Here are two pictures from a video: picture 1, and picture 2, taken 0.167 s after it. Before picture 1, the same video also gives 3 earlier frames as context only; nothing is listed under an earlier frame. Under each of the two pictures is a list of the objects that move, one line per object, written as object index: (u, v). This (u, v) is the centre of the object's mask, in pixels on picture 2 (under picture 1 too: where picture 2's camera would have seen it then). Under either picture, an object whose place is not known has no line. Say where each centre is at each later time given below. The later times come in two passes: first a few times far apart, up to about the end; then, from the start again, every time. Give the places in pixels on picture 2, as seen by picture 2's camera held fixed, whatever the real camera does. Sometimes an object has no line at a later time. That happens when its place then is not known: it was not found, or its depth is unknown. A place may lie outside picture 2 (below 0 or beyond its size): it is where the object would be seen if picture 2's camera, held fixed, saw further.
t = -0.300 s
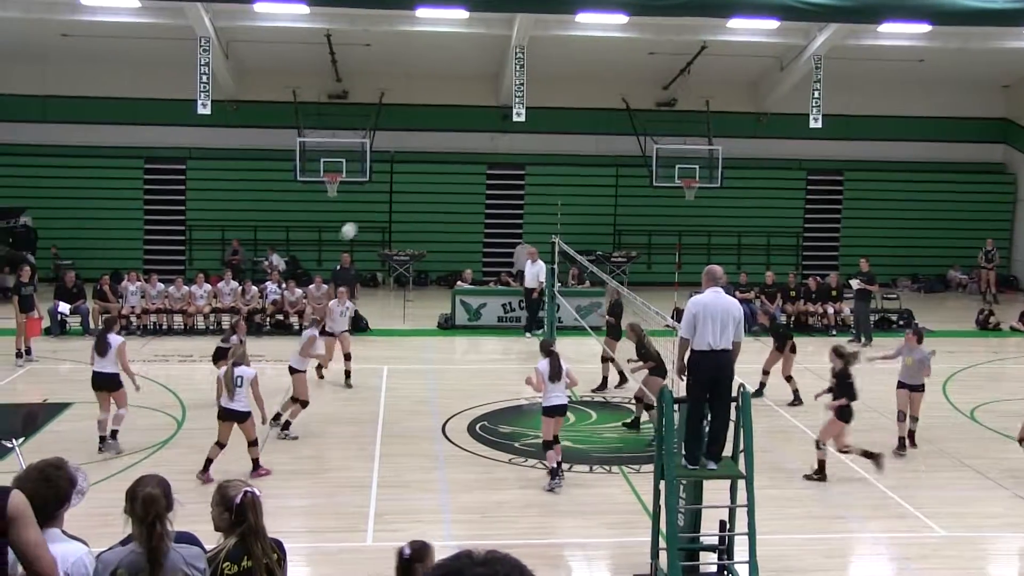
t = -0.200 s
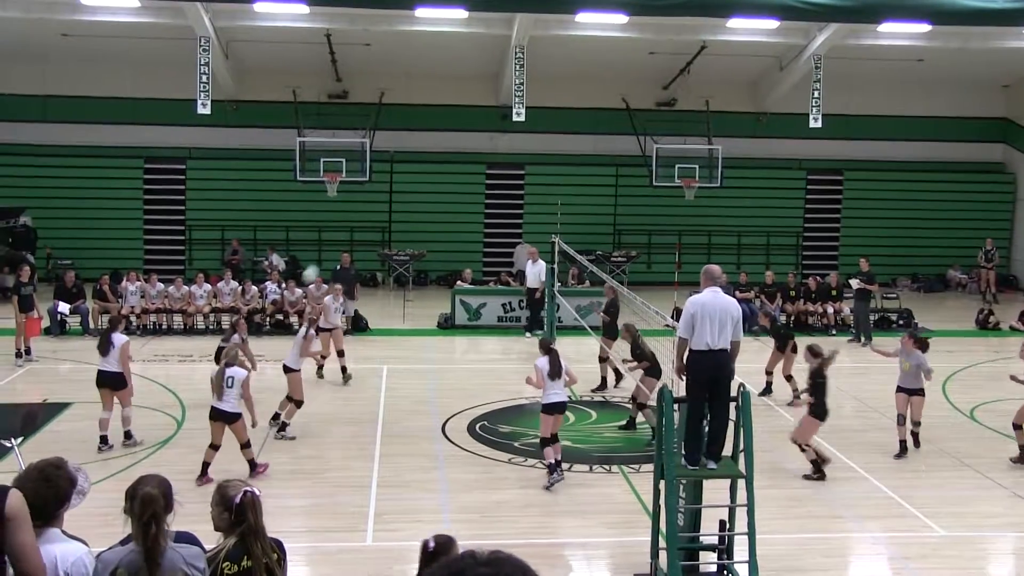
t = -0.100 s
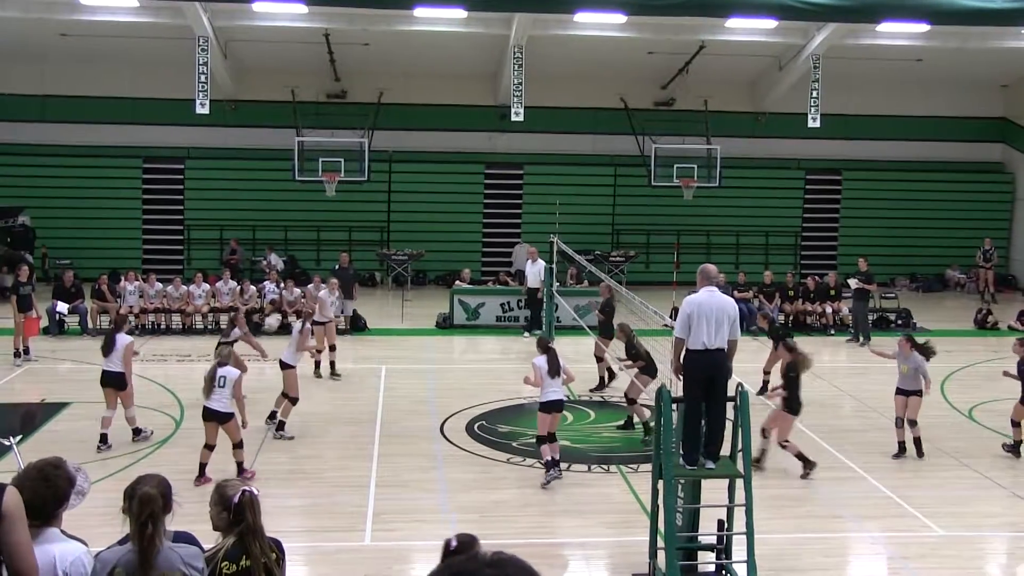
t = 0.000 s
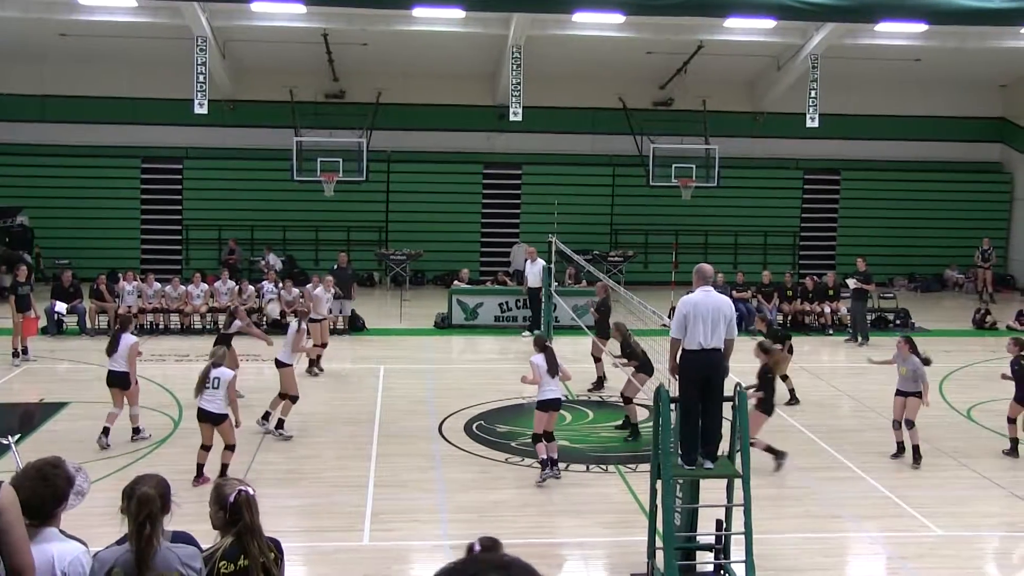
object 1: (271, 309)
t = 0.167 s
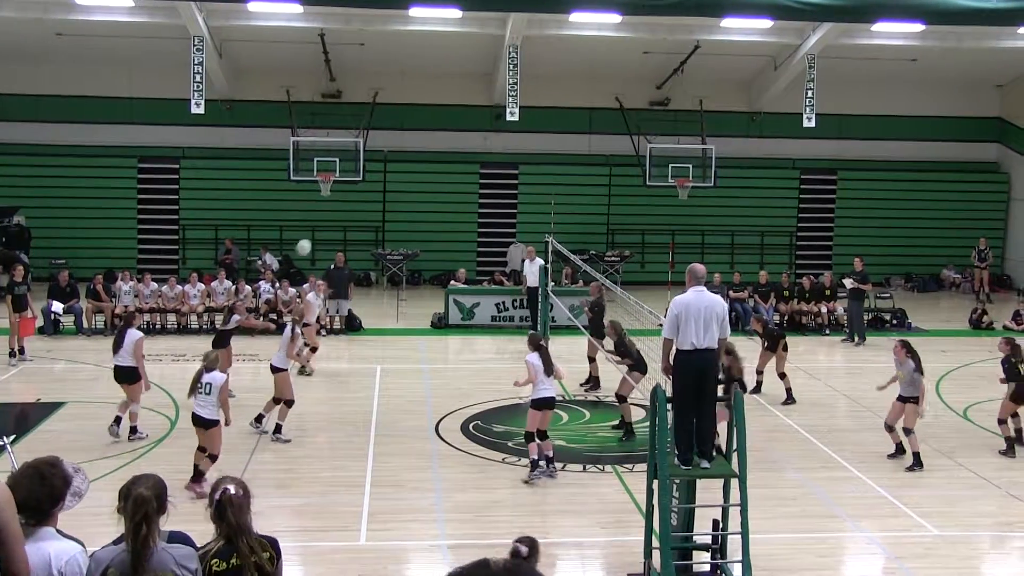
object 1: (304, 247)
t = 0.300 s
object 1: (330, 209)
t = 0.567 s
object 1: (386, 168)
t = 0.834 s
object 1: (443, 177)
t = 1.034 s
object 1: (485, 219)
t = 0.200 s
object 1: (310, 237)
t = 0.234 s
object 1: (317, 227)
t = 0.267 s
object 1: (323, 218)
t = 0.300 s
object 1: (330, 209)
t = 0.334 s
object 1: (337, 202)
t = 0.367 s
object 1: (344, 195)
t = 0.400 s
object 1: (351, 189)
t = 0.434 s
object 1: (358, 183)
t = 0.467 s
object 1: (366, 178)
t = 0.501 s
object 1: (372, 174)
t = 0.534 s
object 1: (379, 171)
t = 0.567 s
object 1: (386, 168)
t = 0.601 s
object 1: (393, 167)
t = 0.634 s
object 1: (400, 166)
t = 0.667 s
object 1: (407, 166)
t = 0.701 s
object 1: (414, 166)
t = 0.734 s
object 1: (421, 168)
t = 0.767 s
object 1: (428, 170)
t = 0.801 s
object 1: (436, 173)
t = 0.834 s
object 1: (443, 177)
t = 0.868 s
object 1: (449, 181)
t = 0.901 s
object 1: (457, 188)
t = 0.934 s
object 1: (464, 194)
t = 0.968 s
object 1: (471, 202)
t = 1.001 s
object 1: (478, 210)
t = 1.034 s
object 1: (485, 219)
